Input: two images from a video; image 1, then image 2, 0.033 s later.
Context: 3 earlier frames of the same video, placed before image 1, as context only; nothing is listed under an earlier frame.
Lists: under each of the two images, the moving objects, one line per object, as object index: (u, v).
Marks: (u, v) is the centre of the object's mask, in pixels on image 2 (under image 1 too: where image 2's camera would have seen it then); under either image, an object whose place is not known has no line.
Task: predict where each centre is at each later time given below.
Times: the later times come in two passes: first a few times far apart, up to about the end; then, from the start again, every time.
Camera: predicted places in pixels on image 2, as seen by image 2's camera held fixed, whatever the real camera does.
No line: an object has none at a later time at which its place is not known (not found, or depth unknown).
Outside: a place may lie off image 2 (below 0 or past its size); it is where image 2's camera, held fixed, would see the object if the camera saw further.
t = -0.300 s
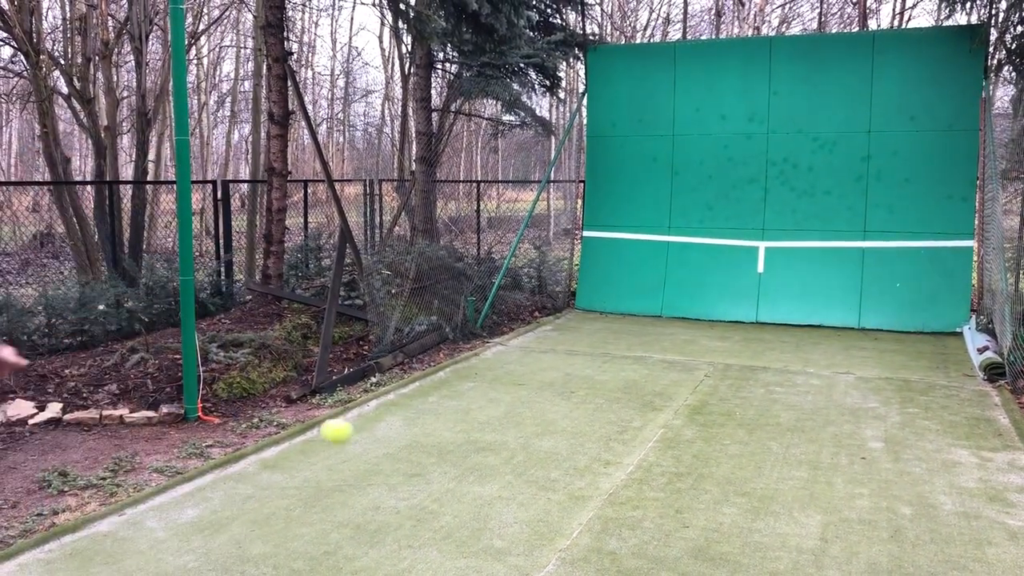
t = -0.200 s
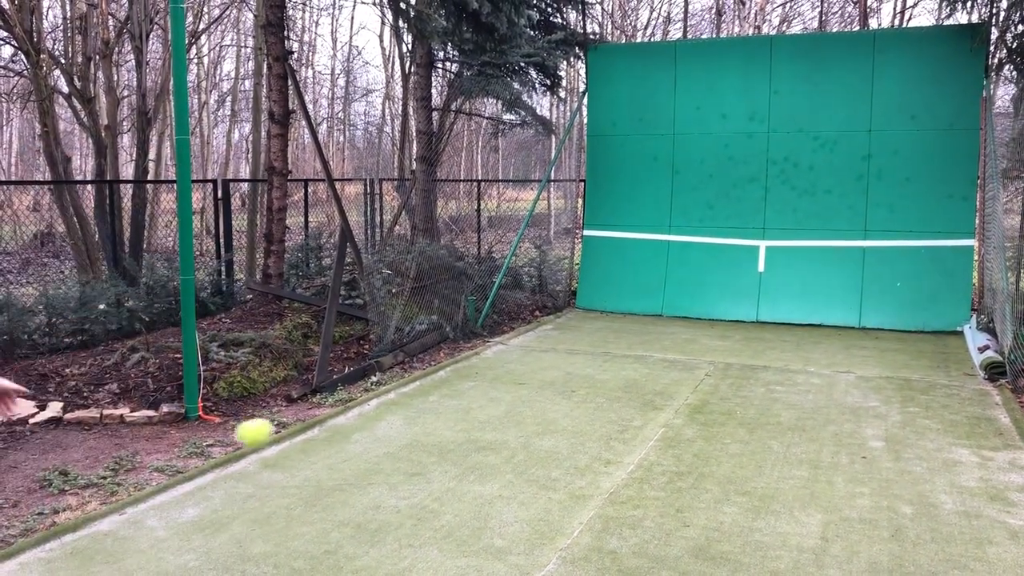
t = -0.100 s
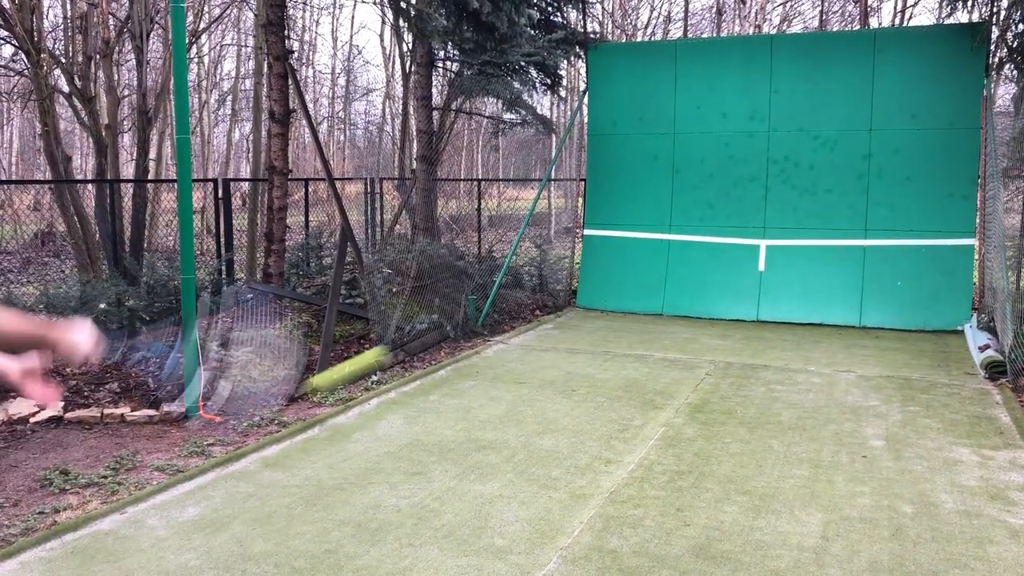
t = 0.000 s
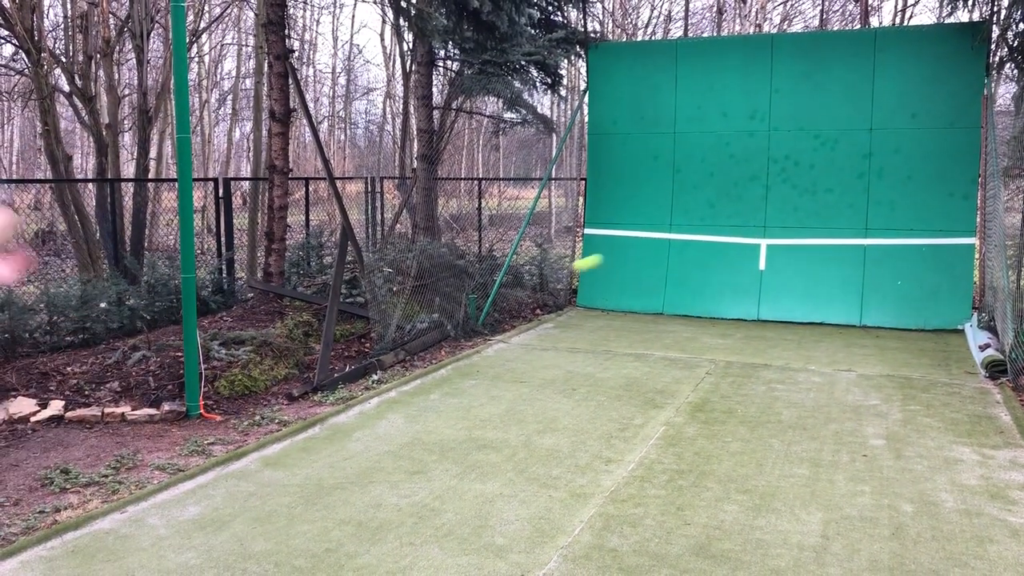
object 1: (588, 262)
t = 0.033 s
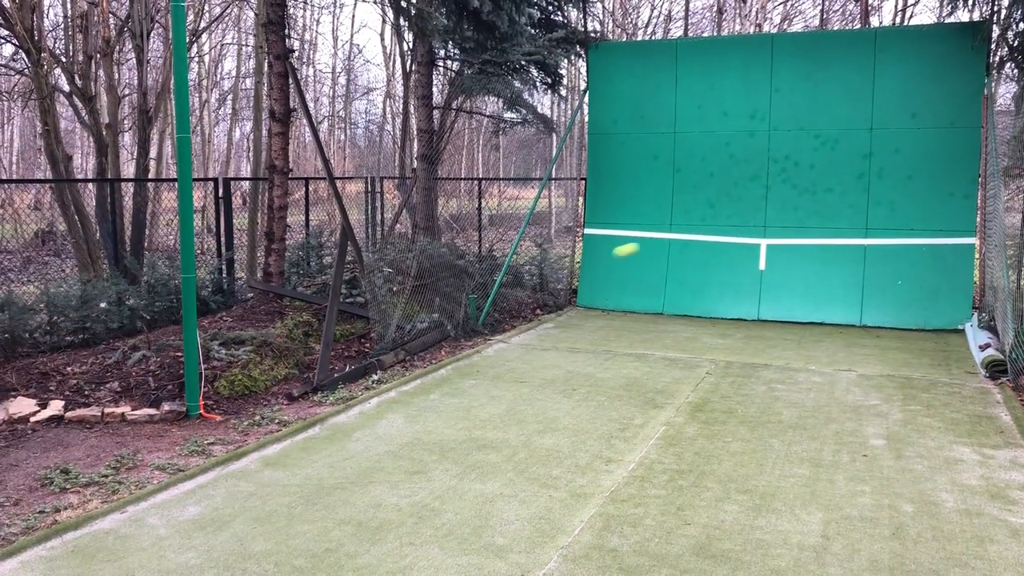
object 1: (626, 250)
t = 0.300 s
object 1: (763, 241)
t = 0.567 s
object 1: (722, 213)
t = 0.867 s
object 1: (639, 296)
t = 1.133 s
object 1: (520, 484)
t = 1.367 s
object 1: (417, 450)
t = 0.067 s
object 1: (656, 241)
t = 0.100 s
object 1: (682, 235)
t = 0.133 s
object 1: (701, 233)
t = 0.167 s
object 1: (717, 232)
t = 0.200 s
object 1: (731, 233)
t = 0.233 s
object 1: (744, 235)
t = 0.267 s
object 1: (754, 237)
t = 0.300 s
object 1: (763, 241)
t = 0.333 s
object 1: (759, 233)
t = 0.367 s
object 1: (754, 227)
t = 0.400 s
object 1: (750, 223)
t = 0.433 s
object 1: (745, 219)
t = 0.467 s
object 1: (739, 215)
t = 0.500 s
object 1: (734, 213)
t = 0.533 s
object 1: (728, 212)
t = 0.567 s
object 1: (722, 213)
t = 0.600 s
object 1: (715, 214)
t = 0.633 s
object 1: (708, 218)
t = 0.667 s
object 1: (700, 222)
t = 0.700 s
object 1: (691, 229)
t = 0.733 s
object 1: (682, 238)
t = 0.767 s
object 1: (672, 249)
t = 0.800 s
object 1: (662, 261)
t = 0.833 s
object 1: (651, 277)
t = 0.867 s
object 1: (639, 296)
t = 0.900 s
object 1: (627, 318)
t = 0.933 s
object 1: (613, 342)
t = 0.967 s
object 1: (598, 372)
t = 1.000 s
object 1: (582, 405)
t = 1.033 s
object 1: (565, 444)
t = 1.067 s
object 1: (546, 488)
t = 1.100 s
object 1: (531, 498)
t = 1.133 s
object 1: (520, 484)
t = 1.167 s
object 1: (507, 471)
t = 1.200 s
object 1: (494, 461)
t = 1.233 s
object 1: (480, 454)
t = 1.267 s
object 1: (466, 448)
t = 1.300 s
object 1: (450, 446)
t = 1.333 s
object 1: (434, 446)
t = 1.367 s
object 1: (417, 450)
